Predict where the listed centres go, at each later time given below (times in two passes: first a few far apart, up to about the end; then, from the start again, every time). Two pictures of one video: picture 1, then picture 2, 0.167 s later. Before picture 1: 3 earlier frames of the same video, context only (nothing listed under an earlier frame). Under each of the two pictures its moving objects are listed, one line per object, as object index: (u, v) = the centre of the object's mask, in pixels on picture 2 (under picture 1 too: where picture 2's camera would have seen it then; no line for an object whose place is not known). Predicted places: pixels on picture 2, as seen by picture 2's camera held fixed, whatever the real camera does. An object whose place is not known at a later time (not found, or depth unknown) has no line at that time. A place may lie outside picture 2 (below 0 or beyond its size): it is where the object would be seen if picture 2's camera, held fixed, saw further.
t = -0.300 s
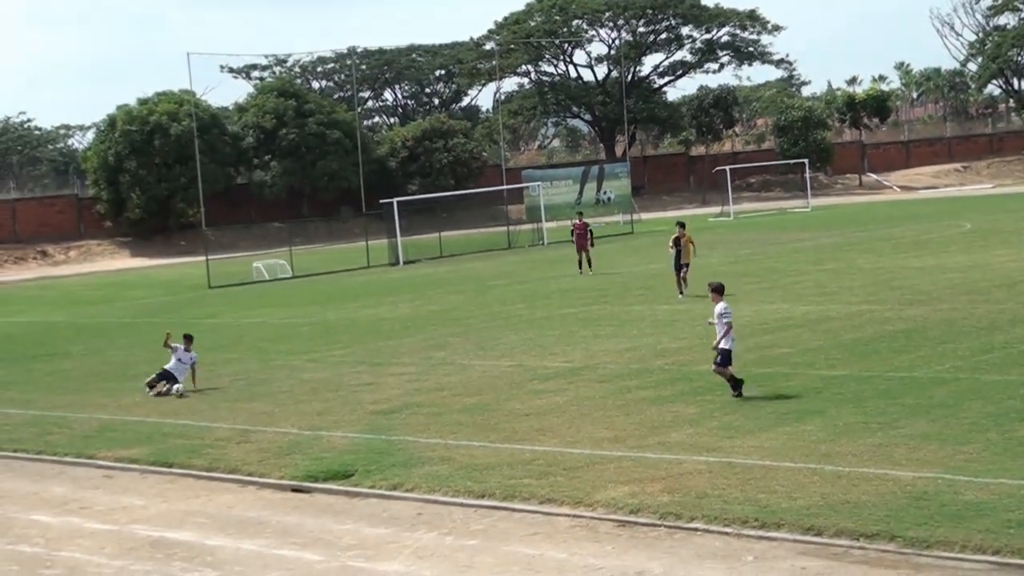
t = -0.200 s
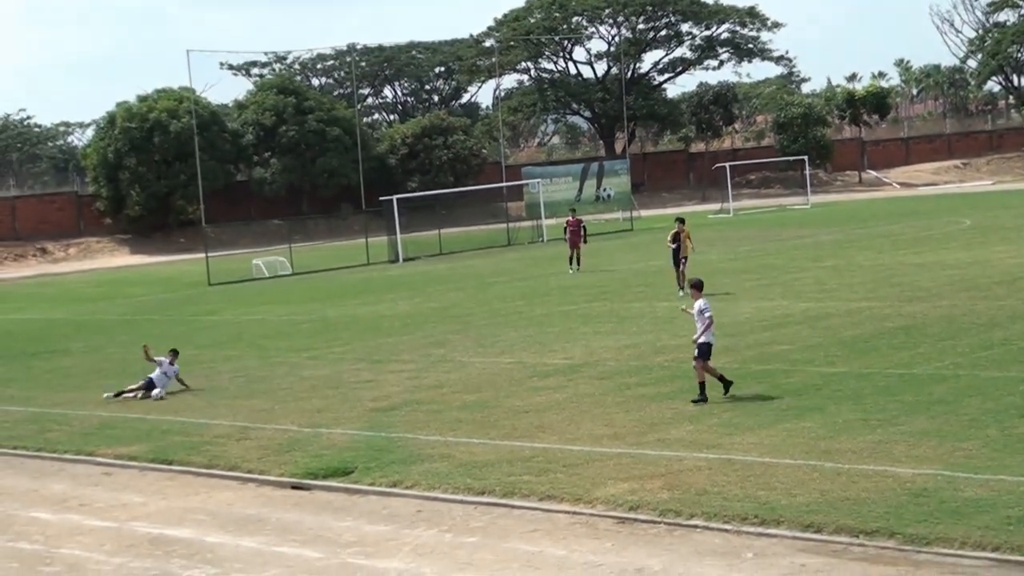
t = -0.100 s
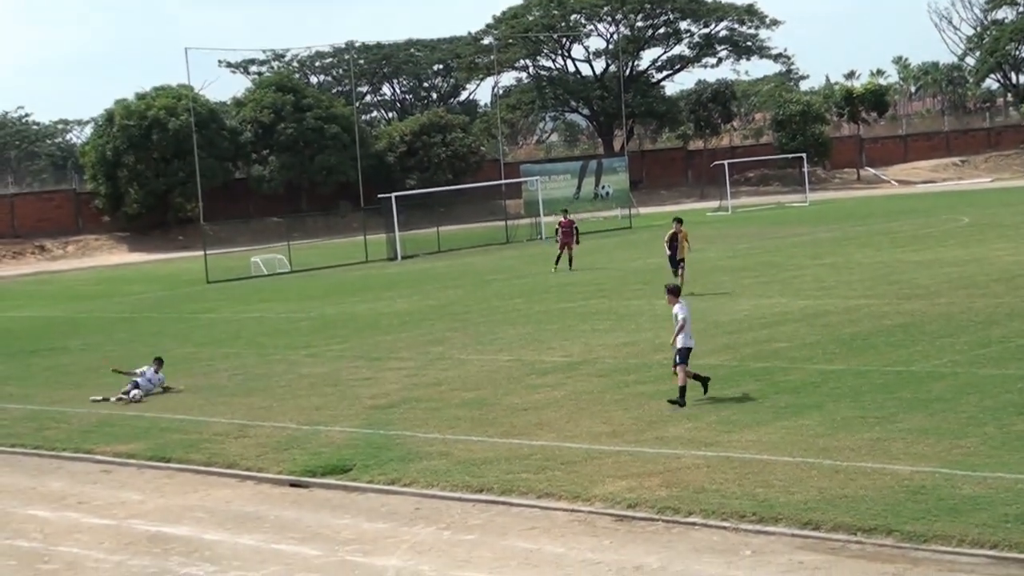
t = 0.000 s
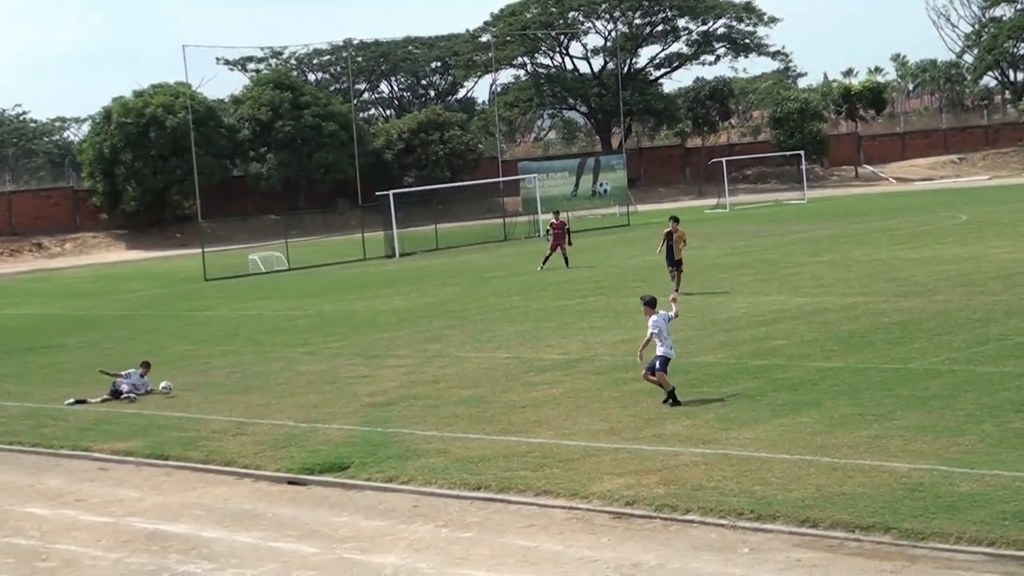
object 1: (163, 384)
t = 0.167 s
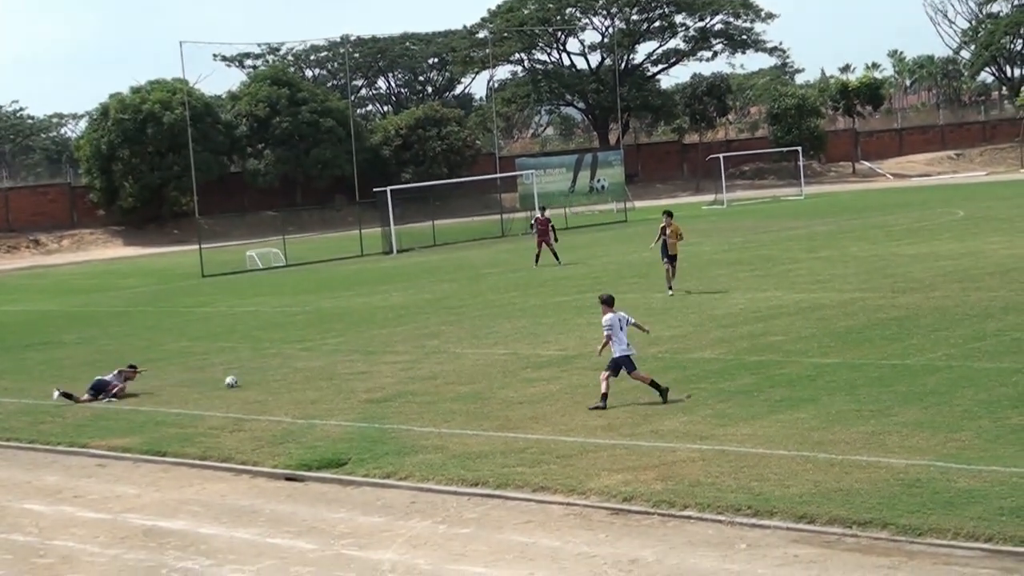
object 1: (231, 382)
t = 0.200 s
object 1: (242, 381)
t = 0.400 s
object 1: (300, 375)
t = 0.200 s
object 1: (242, 381)
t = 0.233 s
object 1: (252, 379)
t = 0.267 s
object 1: (261, 378)
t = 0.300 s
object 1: (271, 376)
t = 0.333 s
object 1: (281, 376)
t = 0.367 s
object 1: (290, 376)
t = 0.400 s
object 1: (300, 375)
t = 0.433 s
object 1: (307, 375)
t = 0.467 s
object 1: (314, 373)
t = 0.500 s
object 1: (321, 372)
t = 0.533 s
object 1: (328, 370)
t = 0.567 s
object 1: (335, 370)
